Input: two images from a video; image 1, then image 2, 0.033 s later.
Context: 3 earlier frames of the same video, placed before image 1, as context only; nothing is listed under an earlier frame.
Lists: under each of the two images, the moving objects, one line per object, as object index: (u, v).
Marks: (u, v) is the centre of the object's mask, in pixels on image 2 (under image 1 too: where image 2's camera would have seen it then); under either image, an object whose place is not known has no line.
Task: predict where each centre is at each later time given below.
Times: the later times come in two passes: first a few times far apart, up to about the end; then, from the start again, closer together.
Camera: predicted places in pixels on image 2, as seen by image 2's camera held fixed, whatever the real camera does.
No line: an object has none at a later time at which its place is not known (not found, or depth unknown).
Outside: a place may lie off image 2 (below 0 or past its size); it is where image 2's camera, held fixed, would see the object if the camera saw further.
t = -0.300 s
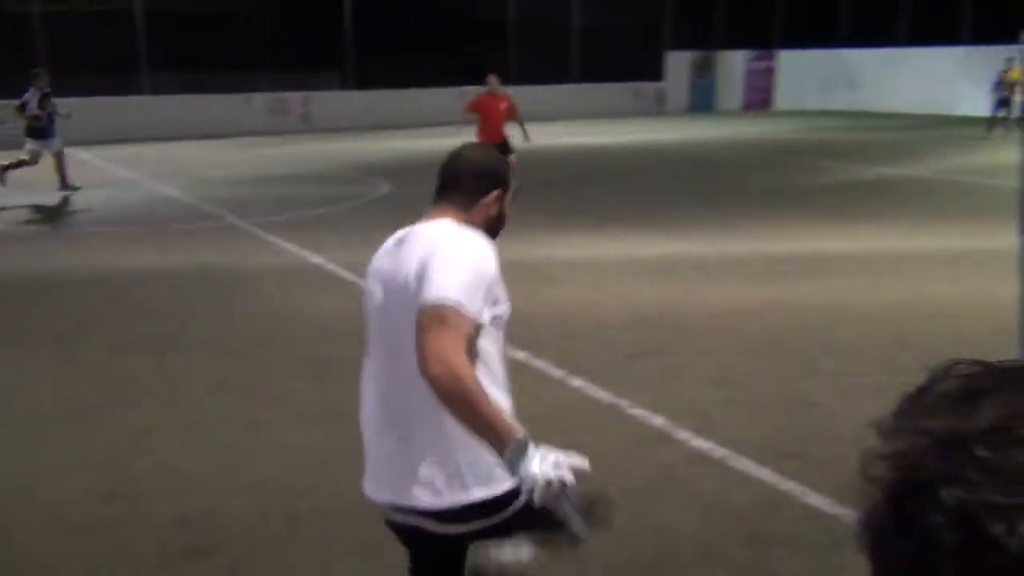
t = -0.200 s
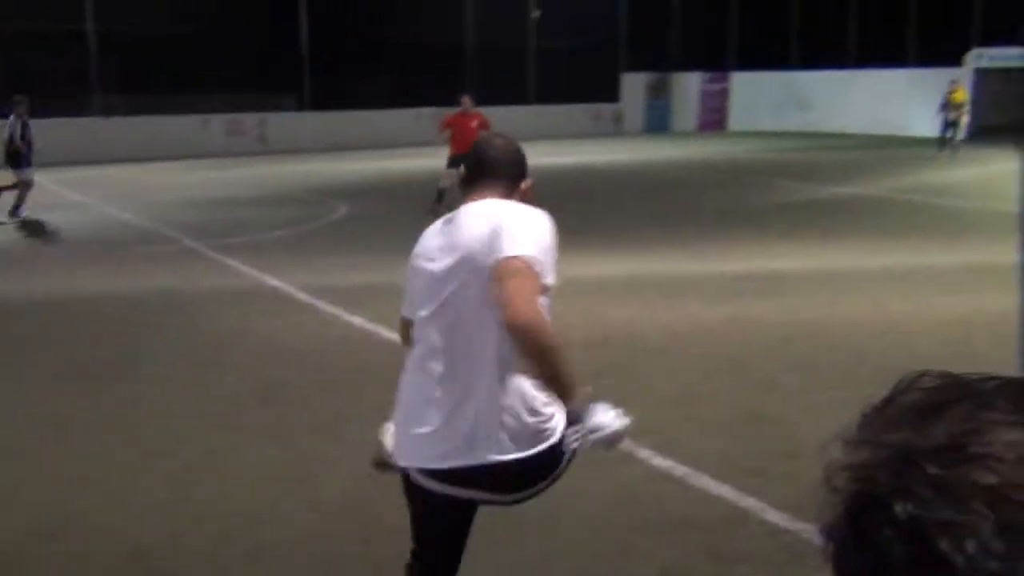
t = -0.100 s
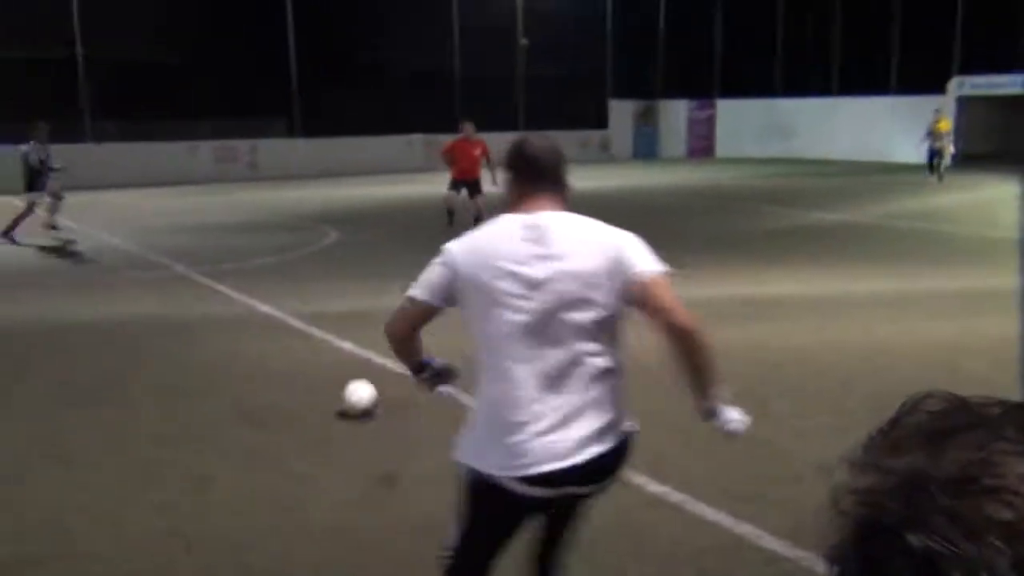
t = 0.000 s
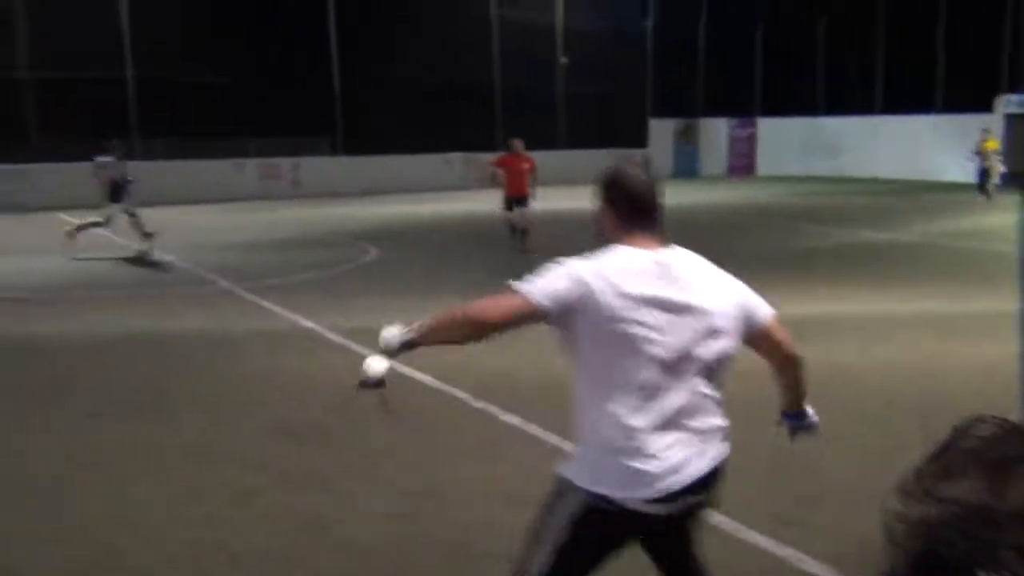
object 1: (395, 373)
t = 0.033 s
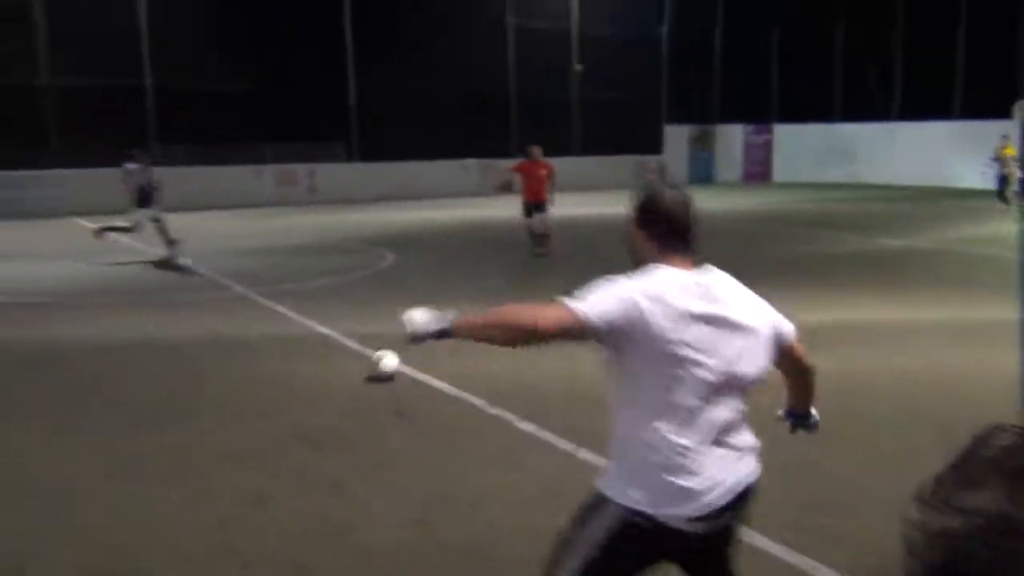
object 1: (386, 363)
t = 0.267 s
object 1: (359, 314)
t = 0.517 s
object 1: (348, 283)
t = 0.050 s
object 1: (384, 359)
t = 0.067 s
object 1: (379, 355)
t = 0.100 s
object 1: (374, 348)
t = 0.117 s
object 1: (373, 344)
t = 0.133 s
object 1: (371, 339)
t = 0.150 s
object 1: (369, 336)
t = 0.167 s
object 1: (366, 333)
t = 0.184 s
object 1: (366, 330)
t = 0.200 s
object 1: (364, 327)
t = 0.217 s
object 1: (363, 324)
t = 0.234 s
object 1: (361, 321)
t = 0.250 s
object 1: (360, 317)
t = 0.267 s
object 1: (359, 314)
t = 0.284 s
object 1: (358, 311)
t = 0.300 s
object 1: (358, 308)
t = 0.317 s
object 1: (356, 307)
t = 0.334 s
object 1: (355, 304)
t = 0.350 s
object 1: (355, 302)
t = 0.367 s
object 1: (354, 299)
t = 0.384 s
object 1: (353, 298)
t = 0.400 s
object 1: (352, 296)
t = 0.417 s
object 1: (352, 294)
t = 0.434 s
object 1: (352, 292)
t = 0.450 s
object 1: (350, 289)
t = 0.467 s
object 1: (349, 288)
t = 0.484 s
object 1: (348, 286)
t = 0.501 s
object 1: (348, 284)
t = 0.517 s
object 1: (348, 283)
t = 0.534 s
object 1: (348, 281)
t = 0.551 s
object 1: (346, 279)
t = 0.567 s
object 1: (346, 277)
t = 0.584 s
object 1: (345, 276)
